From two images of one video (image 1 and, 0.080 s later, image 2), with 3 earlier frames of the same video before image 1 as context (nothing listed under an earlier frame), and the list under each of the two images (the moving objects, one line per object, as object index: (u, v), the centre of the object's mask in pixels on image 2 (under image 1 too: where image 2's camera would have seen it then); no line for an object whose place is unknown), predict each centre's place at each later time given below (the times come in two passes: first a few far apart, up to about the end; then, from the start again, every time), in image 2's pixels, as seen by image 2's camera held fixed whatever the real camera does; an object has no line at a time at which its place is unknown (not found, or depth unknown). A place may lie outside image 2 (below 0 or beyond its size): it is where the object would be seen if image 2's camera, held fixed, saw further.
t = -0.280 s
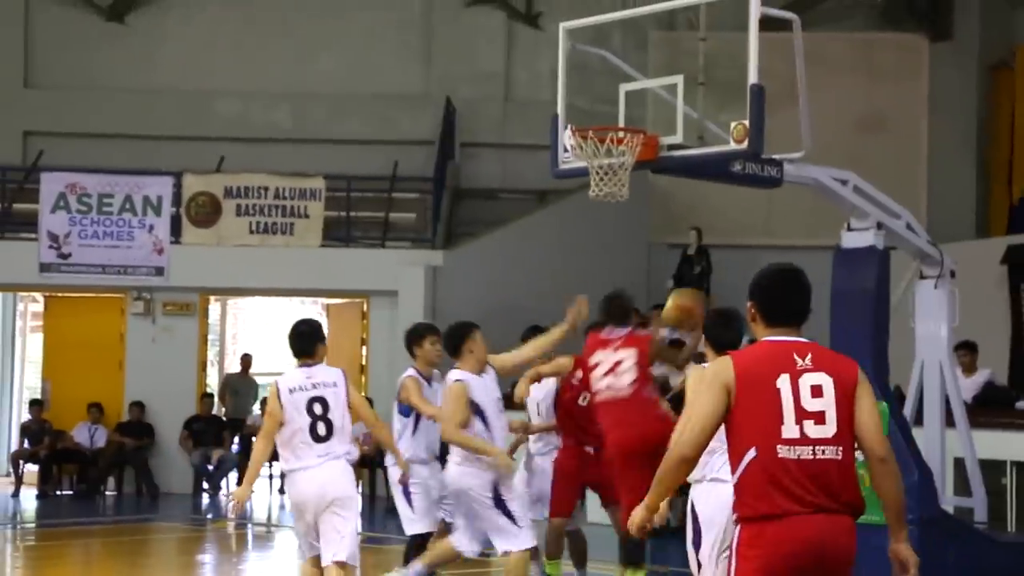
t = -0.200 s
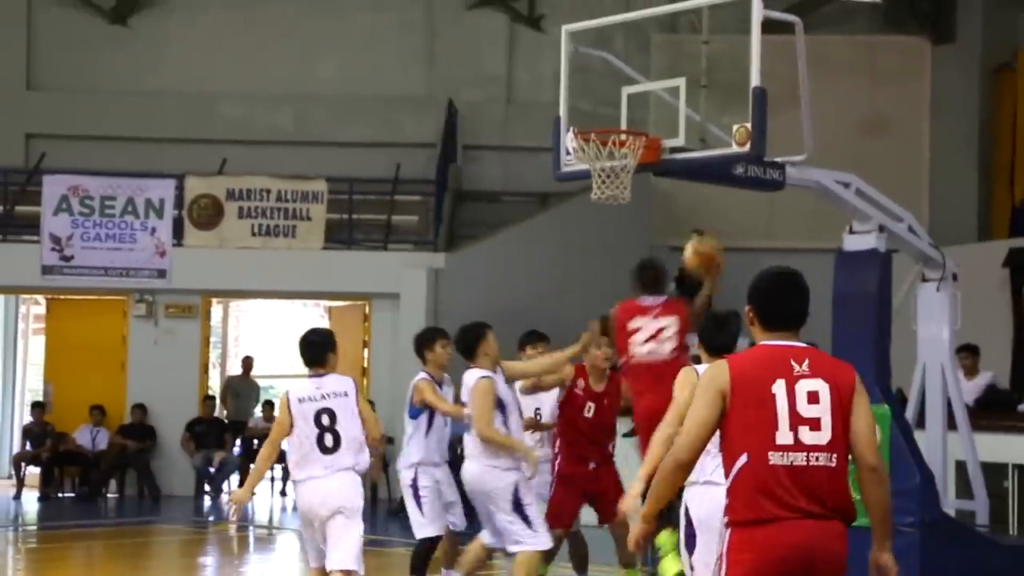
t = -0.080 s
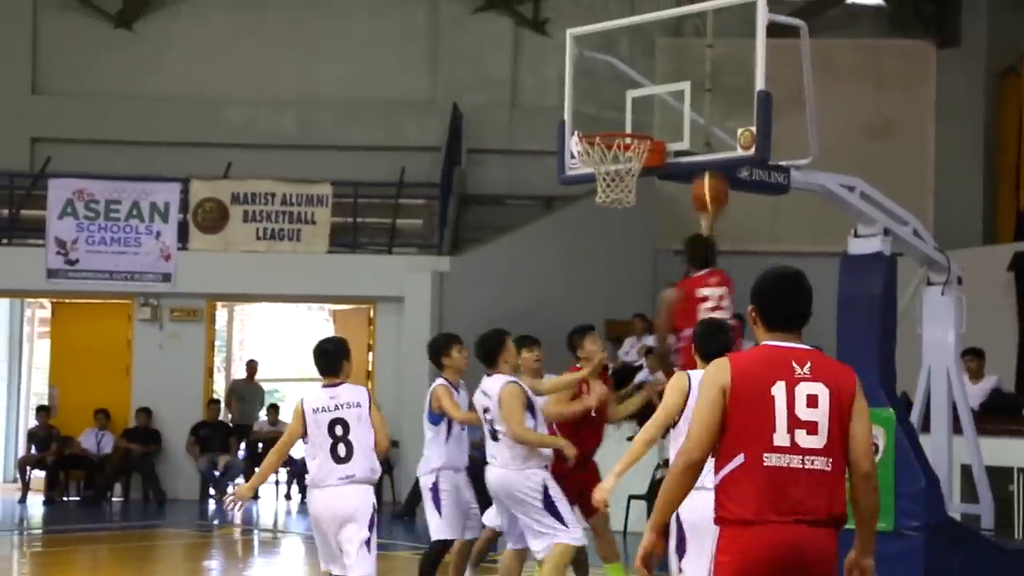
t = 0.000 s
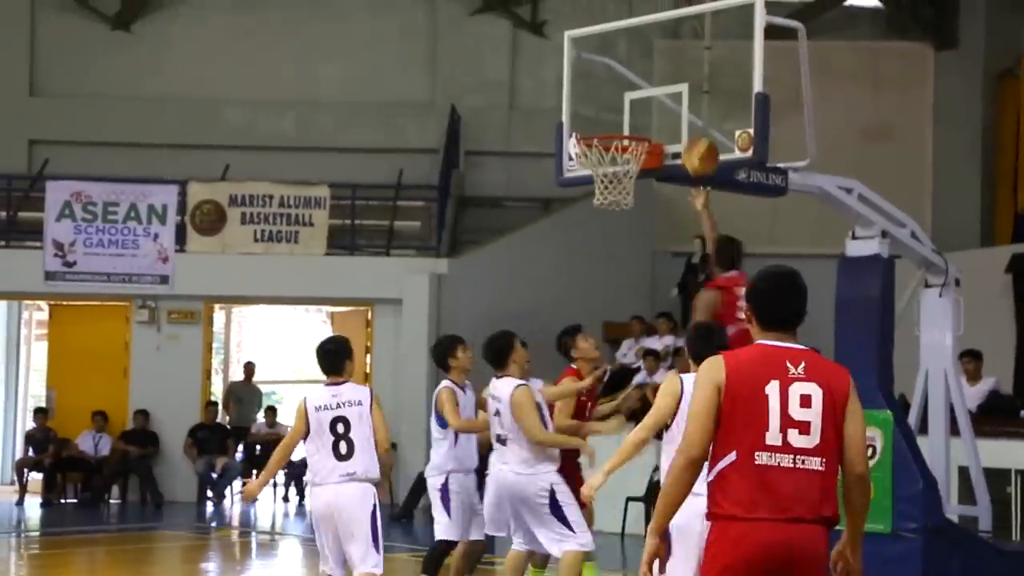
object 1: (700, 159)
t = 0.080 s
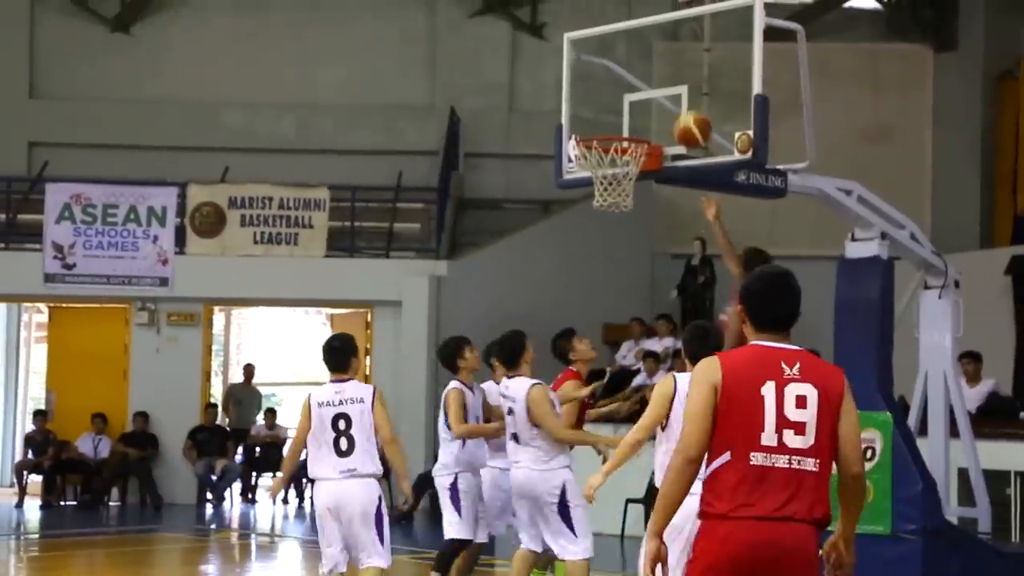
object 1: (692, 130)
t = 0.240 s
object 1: (677, 102)
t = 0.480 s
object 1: (618, 100)
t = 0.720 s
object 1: (624, 126)
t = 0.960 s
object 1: (605, 118)
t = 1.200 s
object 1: (615, 128)
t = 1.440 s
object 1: (623, 183)
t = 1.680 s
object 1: (601, 259)
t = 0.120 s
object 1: (688, 119)
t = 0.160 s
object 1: (685, 111)
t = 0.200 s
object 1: (681, 104)
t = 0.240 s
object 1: (677, 102)
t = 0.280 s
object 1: (667, 96)
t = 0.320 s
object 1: (657, 92)
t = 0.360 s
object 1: (647, 90)
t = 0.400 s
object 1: (638, 91)
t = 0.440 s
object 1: (628, 94)
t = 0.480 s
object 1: (618, 100)
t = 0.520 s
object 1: (607, 107)
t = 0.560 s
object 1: (597, 117)
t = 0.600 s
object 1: (590, 125)
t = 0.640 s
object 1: (601, 123)
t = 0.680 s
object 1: (612, 124)
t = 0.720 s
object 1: (624, 126)
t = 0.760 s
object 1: (633, 129)
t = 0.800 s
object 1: (629, 125)
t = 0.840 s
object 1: (623, 120)
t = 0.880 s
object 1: (617, 118)
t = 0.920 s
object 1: (611, 117)
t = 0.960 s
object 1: (605, 118)
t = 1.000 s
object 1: (599, 122)
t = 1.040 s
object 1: (592, 125)
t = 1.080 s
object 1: (595, 125)
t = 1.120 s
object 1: (601, 125)
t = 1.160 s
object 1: (608, 126)
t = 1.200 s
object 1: (615, 128)
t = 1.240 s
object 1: (622, 132)
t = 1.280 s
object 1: (628, 149)
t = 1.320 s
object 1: (633, 158)
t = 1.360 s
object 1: (630, 164)
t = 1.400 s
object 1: (630, 168)
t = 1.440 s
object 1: (623, 183)
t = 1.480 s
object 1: (629, 200)
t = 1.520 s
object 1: (622, 208)
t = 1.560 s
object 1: (616, 215)
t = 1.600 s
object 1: (611, 224)
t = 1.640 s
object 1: (606, 240)
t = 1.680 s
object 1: (601, 259)
